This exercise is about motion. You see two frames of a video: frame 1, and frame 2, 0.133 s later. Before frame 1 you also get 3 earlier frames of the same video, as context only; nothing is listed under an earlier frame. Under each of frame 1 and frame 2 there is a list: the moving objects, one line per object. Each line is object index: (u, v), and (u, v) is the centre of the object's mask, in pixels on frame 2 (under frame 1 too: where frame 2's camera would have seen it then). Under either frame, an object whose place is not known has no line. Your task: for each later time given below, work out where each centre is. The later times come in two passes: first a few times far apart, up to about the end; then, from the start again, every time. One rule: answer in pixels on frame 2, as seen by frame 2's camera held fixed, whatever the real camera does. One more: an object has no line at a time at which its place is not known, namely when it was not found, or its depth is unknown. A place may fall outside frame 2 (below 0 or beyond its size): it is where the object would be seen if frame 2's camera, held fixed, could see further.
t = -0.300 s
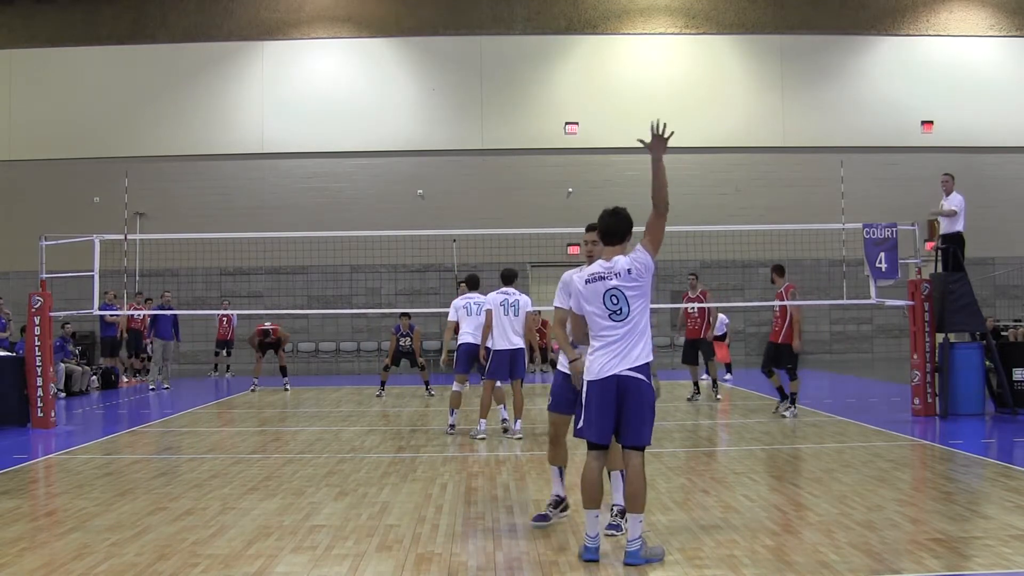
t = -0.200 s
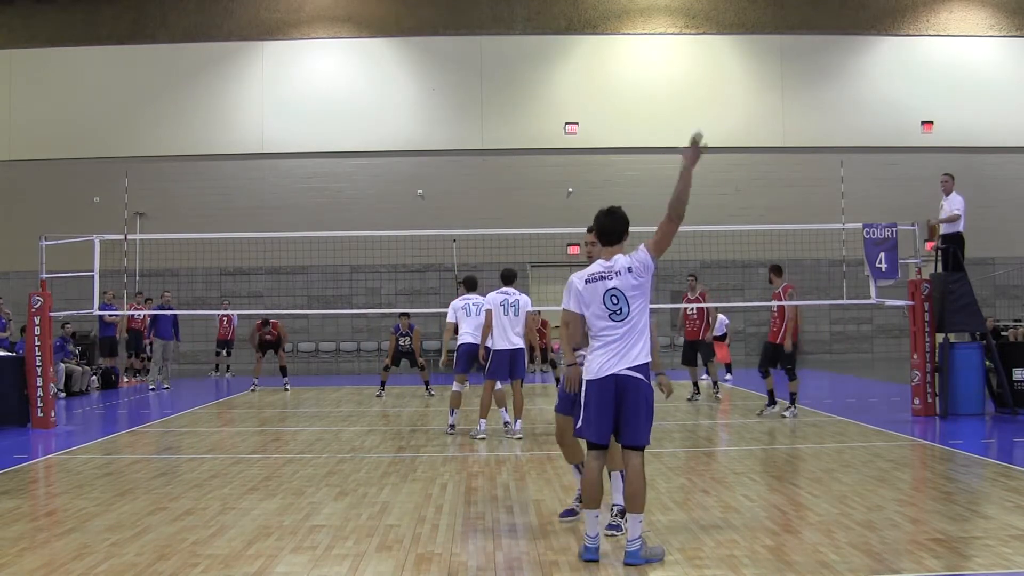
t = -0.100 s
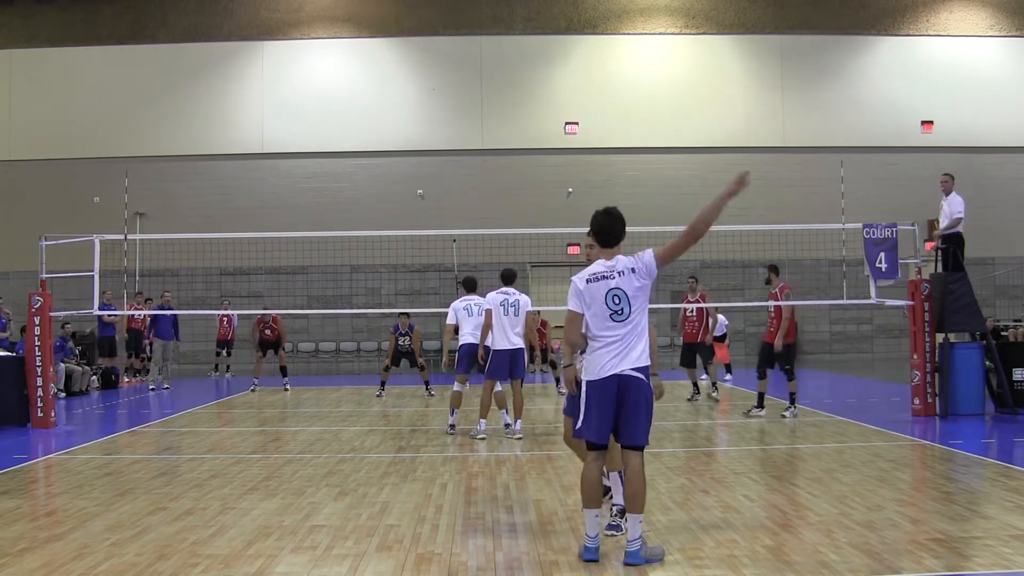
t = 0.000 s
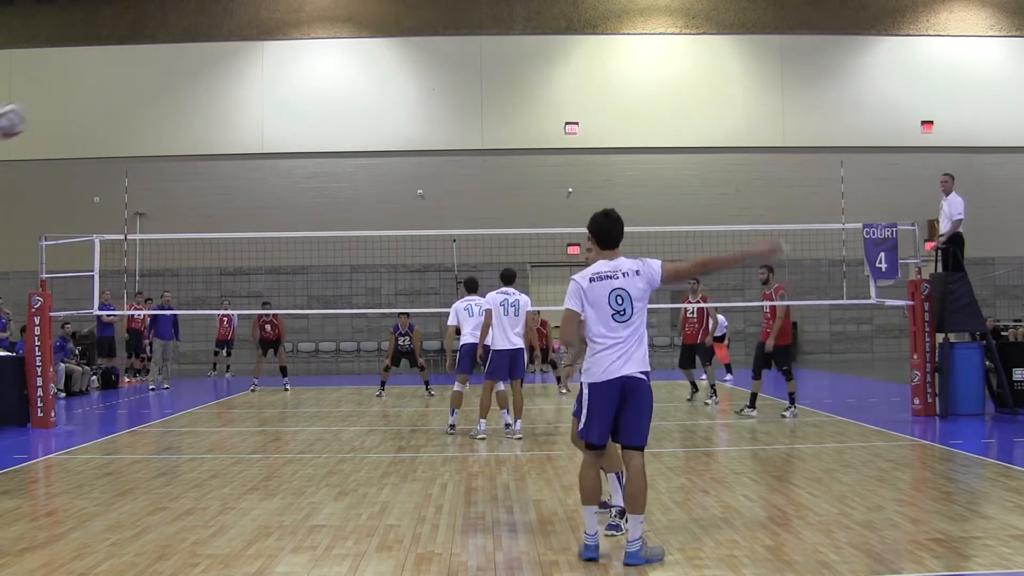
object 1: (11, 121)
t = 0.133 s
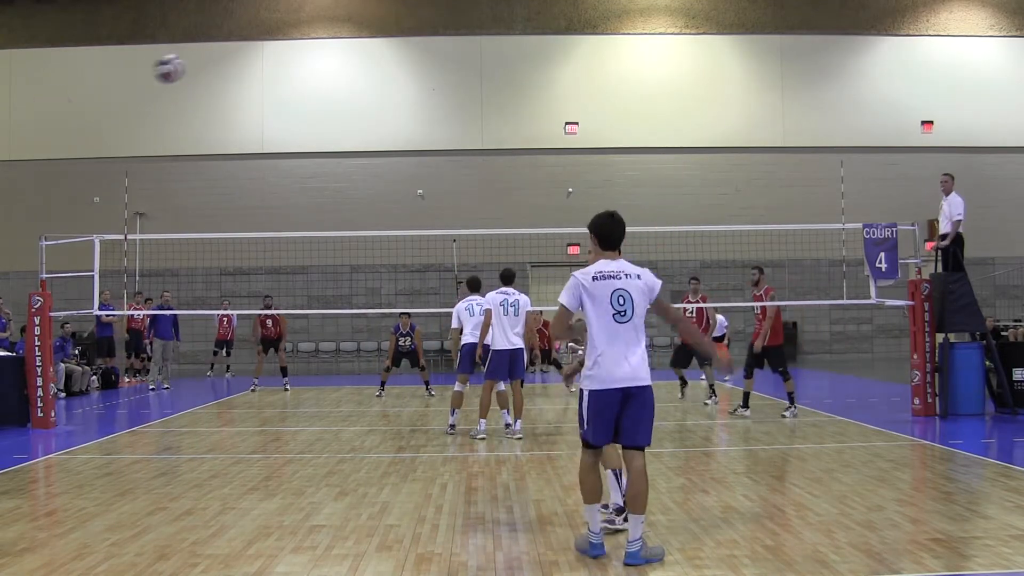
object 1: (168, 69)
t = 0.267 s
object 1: (280, 50)
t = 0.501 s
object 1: (414, 68)
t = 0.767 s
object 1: (504, 135)
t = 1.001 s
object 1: (551, 211)
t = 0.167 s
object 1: (200, 61)
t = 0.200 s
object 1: (228, 56)
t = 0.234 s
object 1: (256, 53)
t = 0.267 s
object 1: (280, 50)
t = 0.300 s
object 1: (304, 49)
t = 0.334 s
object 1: (326, 49)
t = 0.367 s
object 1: (346, 50)
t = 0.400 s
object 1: (365, 53)
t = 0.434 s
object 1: (383, 57)
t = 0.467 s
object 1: (399, 62)
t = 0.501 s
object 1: (414, 68)
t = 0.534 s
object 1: (429, 75)
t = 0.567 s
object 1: (442, 81)
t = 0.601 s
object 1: (454, 89)
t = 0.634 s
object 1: (465, 97)
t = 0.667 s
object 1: (476, 106)
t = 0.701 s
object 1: (486, 115)
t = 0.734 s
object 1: (495, 126)
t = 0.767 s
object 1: (504, 135)
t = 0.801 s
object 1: (512, 146)
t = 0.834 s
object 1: (518, 155)
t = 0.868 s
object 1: (527, 167)
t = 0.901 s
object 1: (533, 178)
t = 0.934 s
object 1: (539, 189)
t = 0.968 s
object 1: (545, 199)
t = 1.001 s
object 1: (551, 211)
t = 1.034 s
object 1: (556, 221)
